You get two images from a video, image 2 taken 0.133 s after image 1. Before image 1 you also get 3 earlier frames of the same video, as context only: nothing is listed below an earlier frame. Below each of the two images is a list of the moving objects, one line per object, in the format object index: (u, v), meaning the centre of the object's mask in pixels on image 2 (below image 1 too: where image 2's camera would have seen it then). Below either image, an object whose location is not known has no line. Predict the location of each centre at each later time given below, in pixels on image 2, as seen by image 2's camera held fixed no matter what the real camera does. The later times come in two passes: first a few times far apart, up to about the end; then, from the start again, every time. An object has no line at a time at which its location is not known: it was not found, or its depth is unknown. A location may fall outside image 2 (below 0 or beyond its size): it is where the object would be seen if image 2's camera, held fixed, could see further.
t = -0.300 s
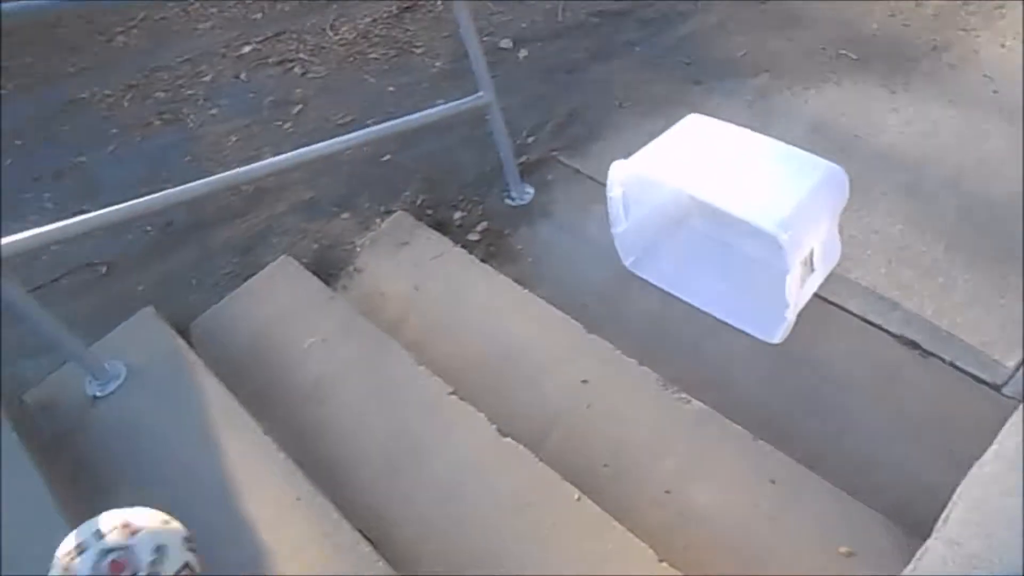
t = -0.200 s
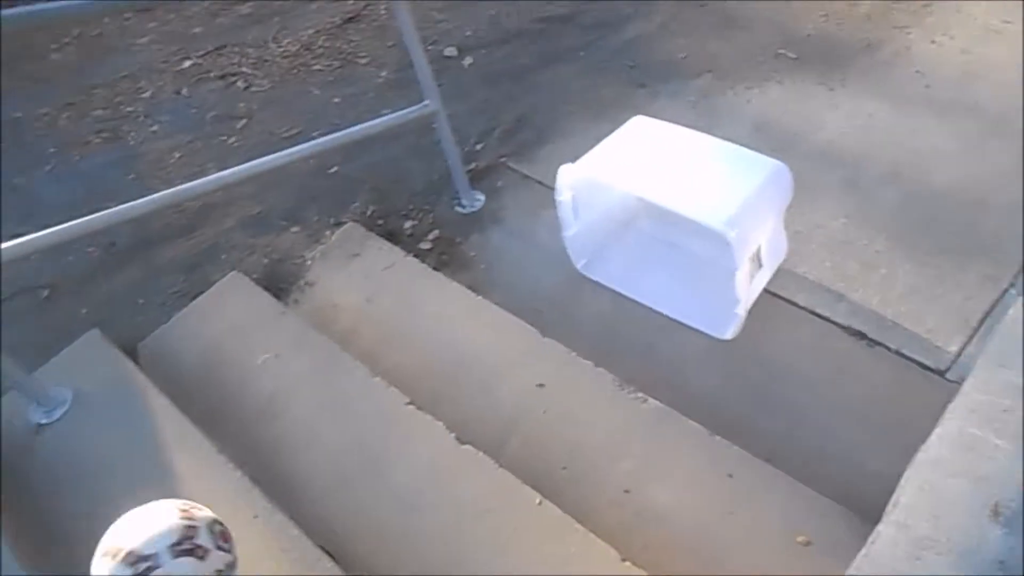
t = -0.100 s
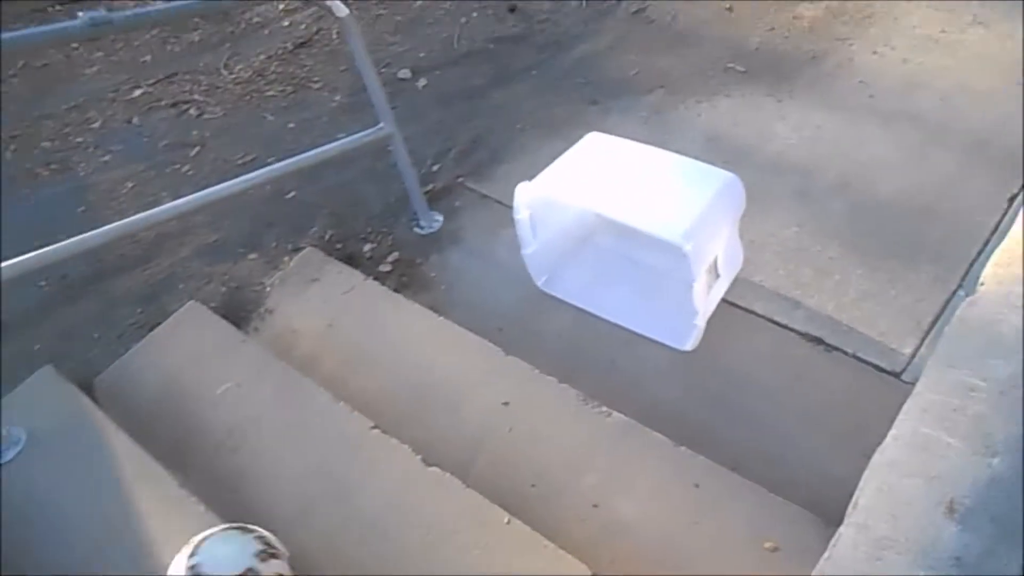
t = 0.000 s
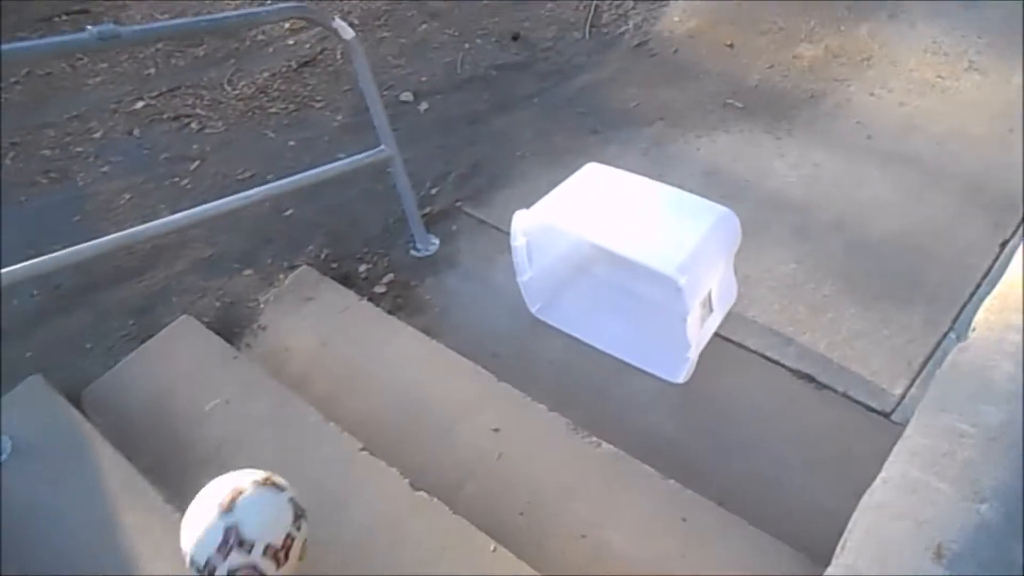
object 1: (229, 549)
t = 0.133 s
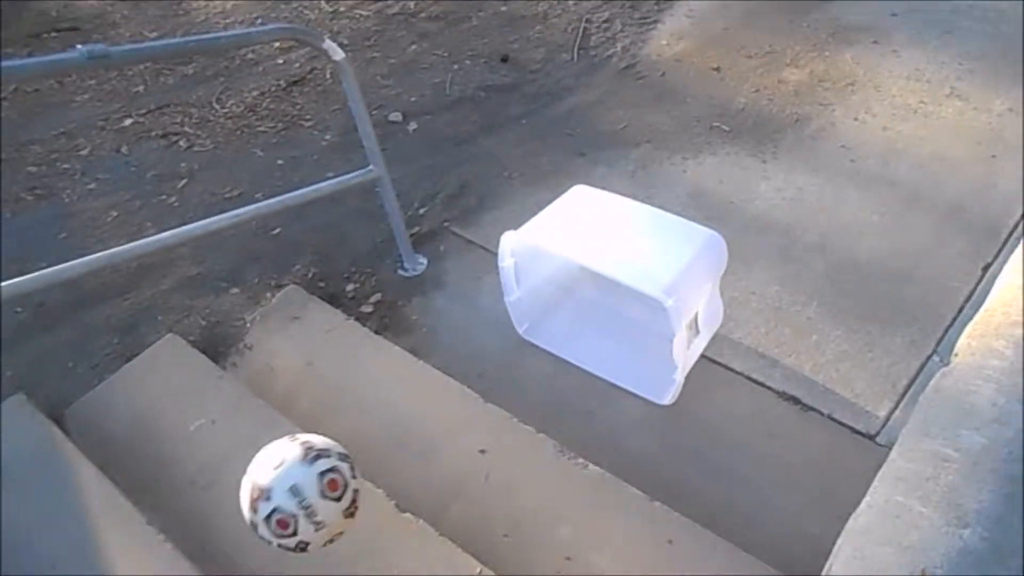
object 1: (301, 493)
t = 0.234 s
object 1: (368, 481)
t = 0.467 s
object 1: (498, 374)
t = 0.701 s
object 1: (602, 319)
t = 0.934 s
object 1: (628, 300)
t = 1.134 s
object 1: (622, 305)
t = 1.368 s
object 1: (608, 325)
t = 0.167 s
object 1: (322, 485)
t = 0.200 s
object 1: (345, 482)
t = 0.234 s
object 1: (368, 481)
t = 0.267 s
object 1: (388, 485)
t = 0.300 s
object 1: (407, 474)
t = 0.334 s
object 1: (422, 449)
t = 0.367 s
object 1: (441, 425)
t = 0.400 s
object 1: (461, 405)
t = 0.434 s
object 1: (478, 389)
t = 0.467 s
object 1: (498, 374)
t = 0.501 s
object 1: (516, 365)
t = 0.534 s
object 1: (535, 360)
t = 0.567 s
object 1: (554, 356)
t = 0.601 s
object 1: (573, 355)
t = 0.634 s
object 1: (590, 358)
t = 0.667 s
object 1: (598, 342)
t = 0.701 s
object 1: (602, 319)
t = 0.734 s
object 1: (604, 305)
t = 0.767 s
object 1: (606, 296)
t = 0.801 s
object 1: (609, 288)
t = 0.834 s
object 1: (613, 286)
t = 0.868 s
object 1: (618, 288)
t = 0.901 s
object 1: (623, 292)
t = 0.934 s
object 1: (628, 300)
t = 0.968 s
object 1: (632, 308)
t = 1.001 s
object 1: (633, 301)
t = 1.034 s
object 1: (632, 302)
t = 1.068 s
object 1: (631, 304)
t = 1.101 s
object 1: (624, 304)
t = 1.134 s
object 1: (622, 305)
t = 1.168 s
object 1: (620, 310)
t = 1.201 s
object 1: (618, 318)
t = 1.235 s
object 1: (616, 329)
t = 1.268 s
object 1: (613, 326)
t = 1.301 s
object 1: (611, 323)
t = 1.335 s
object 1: (609, 323)
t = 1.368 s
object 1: (608, 325)
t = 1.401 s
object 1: (607, 330)
